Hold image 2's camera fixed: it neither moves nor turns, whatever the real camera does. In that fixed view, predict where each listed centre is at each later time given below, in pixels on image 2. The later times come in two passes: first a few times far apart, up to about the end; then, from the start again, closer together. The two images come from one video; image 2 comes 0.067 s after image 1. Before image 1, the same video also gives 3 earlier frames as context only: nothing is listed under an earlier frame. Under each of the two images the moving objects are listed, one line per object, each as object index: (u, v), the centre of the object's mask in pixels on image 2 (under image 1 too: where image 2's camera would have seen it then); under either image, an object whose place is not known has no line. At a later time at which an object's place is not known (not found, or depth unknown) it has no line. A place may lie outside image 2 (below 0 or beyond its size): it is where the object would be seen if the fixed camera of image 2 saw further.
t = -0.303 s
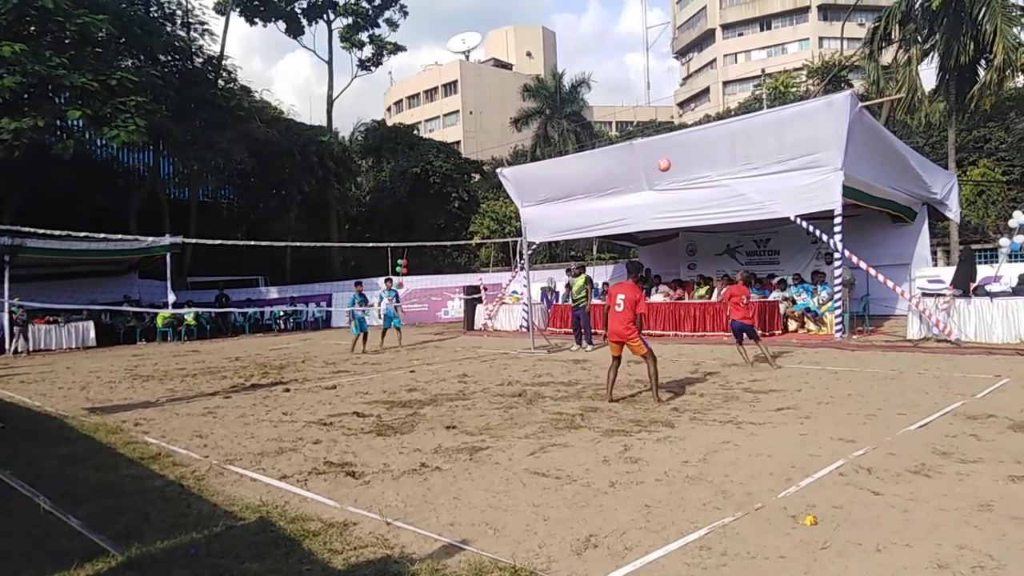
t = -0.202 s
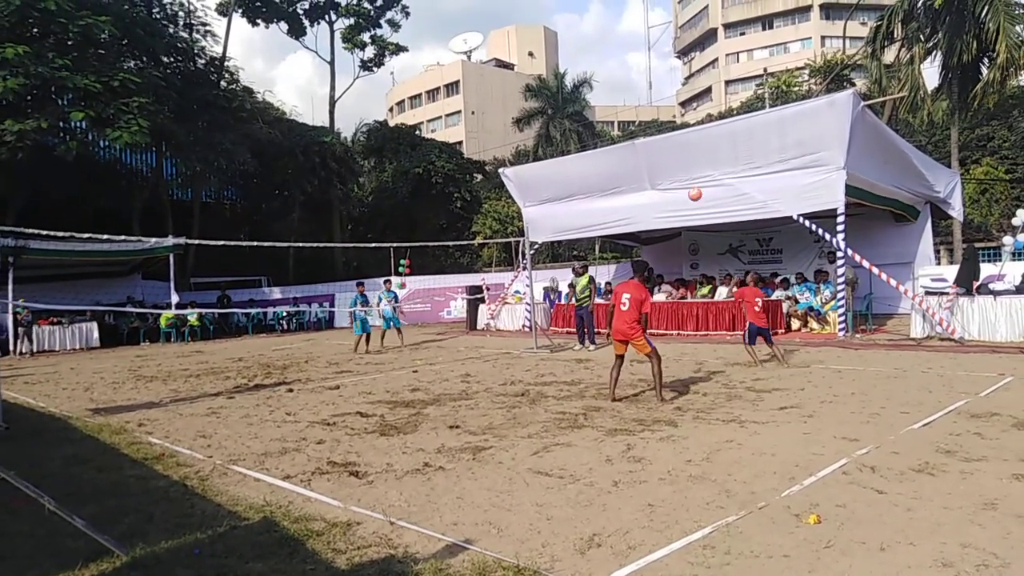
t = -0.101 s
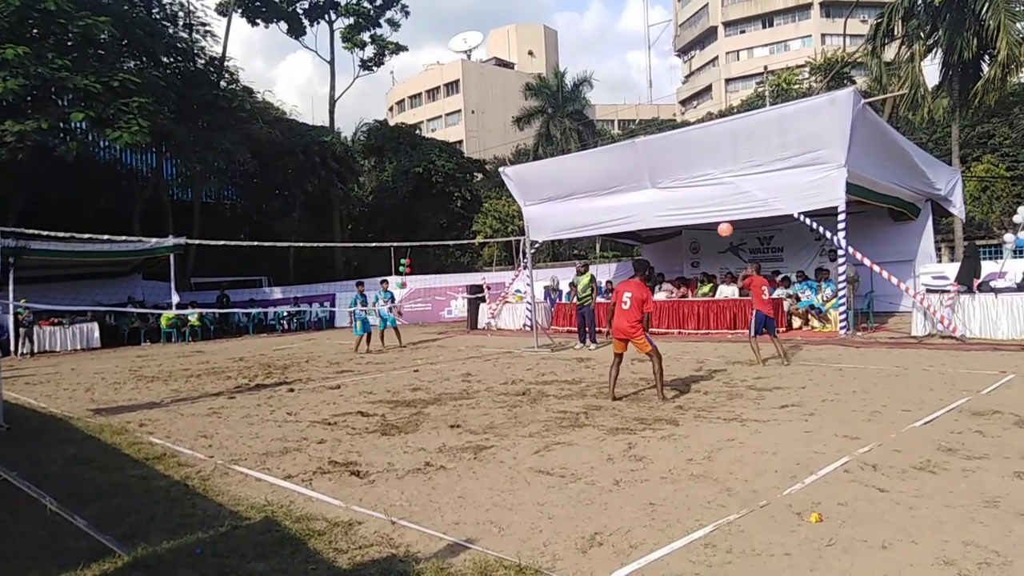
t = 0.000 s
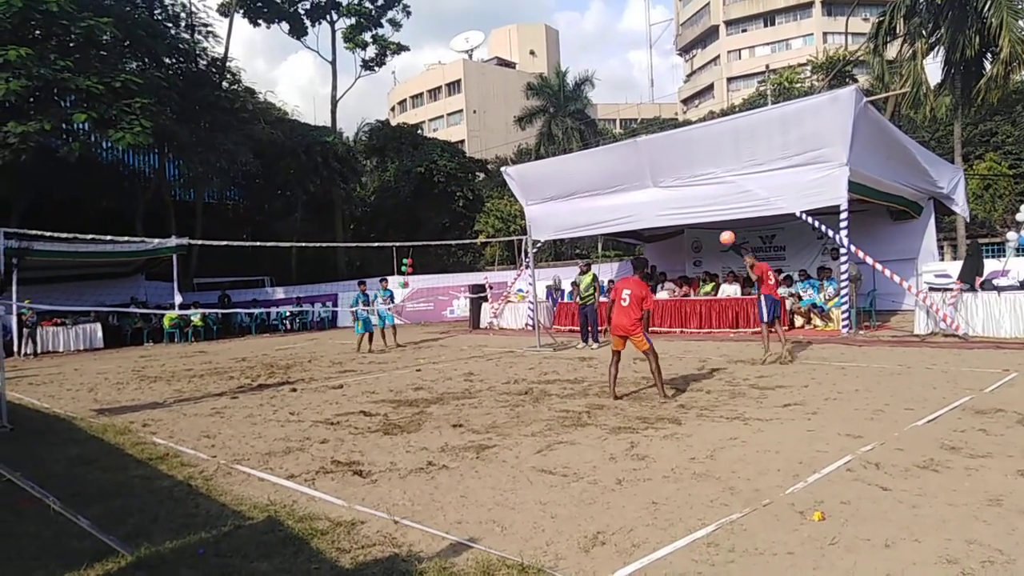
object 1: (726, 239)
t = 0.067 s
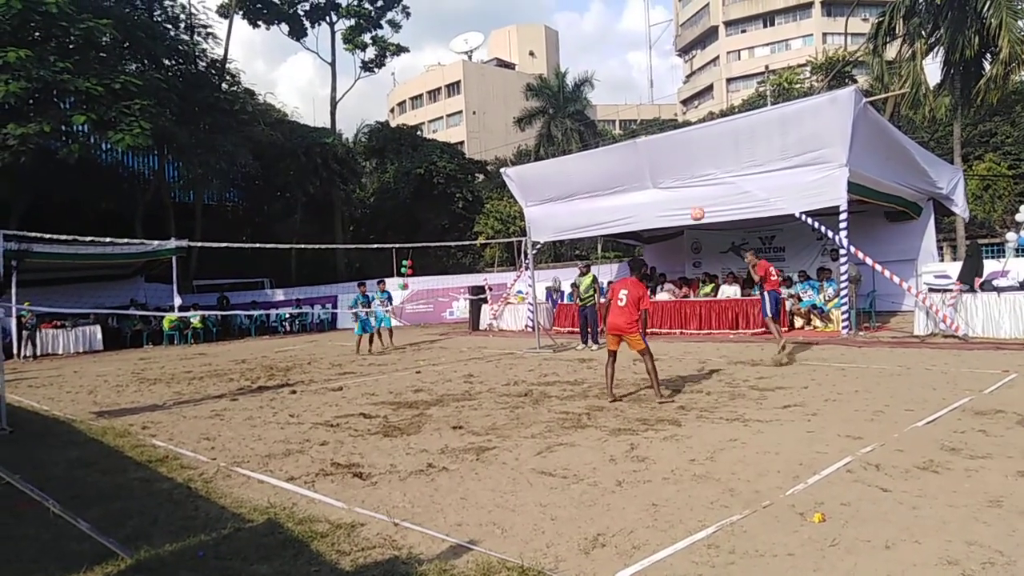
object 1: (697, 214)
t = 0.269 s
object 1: (611, 158)
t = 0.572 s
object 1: (489, 123)
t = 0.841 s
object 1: (389, 143)
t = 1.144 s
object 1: (285, 217)
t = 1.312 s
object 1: (232, 281)
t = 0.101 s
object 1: (682, 203)
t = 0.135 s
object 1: (668, 192)
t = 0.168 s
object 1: (654, 183)
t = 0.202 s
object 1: (639, 174)
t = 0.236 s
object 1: (625, 165)
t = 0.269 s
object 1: (611, 158)
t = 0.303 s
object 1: (597, 150)
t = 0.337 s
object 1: (583, 144)
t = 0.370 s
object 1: (570, 140)
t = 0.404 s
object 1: (556, 135)
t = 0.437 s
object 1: (542, 132)
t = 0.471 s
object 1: (529, 128)
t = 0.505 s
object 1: (515, 126)
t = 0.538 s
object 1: (502, 124)
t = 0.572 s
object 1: (489, 123)
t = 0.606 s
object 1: (476, 123)
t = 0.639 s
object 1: (464, 124)
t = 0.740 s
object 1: (426, 130)
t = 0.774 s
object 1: (414, 133)
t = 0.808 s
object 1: (401, 137)
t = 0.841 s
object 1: (389, 143)
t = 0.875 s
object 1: (377, 148)
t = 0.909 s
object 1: (365, 154)
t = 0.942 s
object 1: (353, 161)
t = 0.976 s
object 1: (341, 169)
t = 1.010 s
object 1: (330, 177)
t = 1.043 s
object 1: (318, 186)
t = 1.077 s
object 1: (307, 196)
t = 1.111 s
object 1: (296, 206)
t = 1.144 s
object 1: (285, 217)
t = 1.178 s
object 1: (274, 228)
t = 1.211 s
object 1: (264, 240)
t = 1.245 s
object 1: (253, 253)
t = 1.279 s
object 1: (243, 267)
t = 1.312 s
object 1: (232, 281)
